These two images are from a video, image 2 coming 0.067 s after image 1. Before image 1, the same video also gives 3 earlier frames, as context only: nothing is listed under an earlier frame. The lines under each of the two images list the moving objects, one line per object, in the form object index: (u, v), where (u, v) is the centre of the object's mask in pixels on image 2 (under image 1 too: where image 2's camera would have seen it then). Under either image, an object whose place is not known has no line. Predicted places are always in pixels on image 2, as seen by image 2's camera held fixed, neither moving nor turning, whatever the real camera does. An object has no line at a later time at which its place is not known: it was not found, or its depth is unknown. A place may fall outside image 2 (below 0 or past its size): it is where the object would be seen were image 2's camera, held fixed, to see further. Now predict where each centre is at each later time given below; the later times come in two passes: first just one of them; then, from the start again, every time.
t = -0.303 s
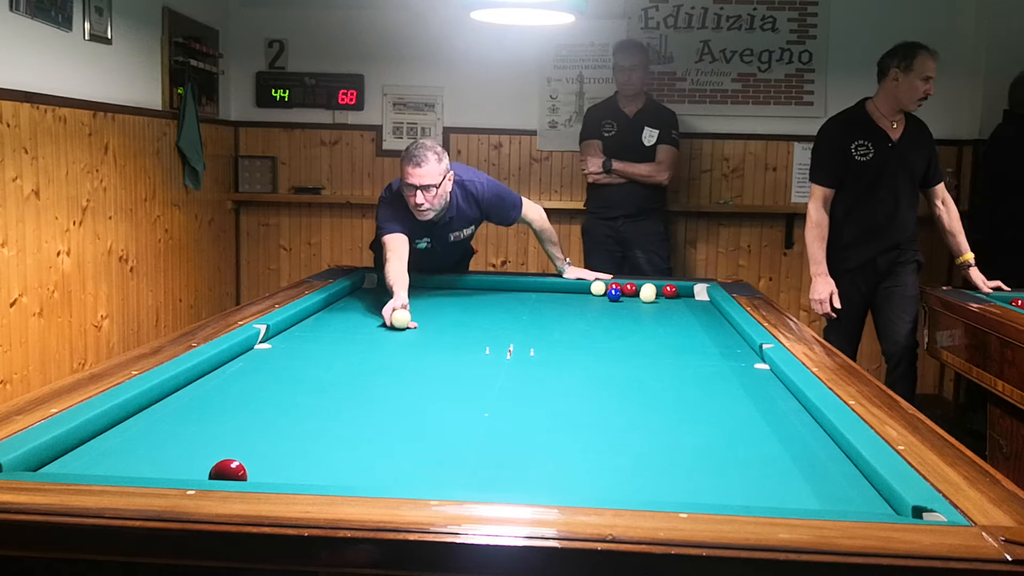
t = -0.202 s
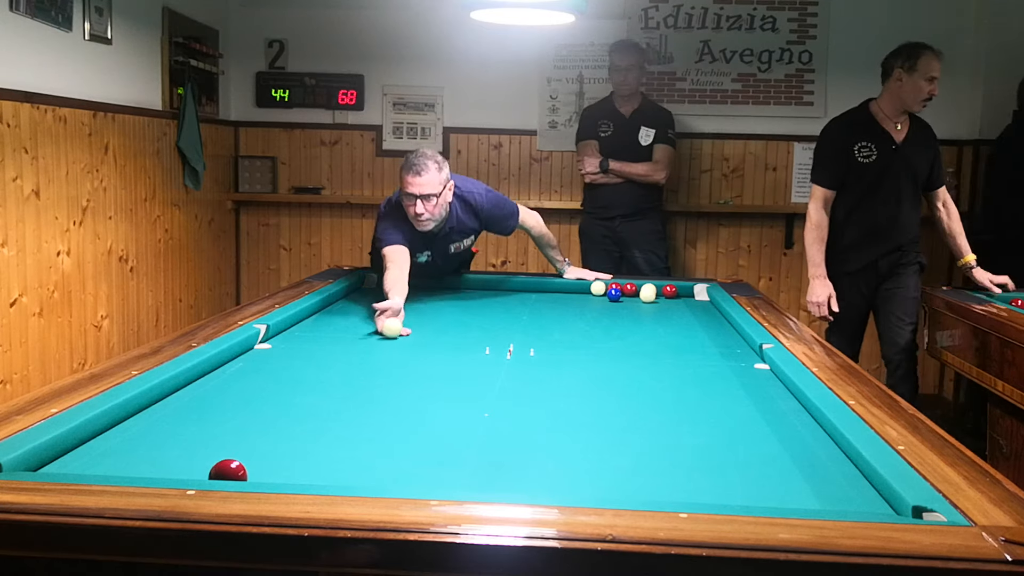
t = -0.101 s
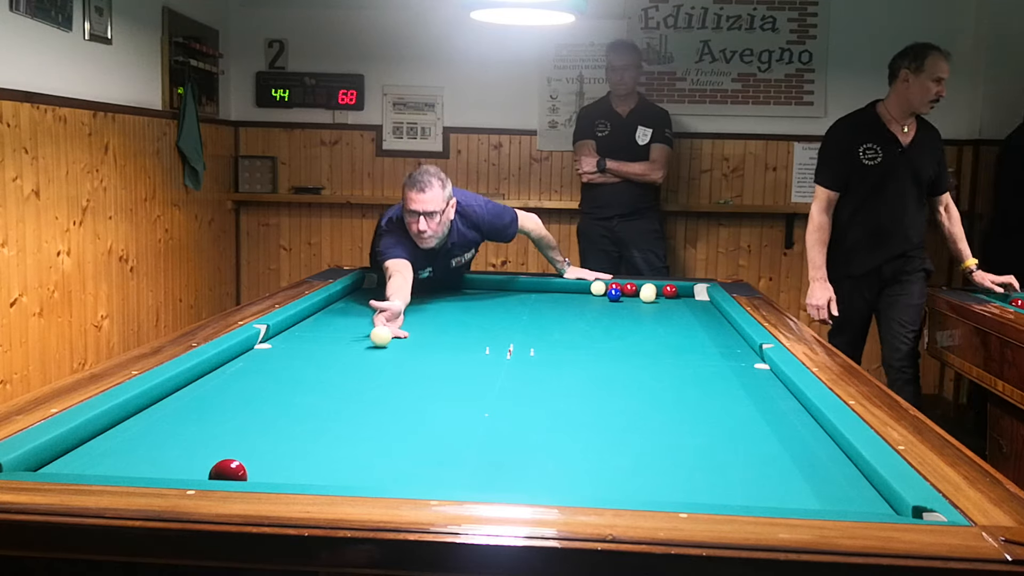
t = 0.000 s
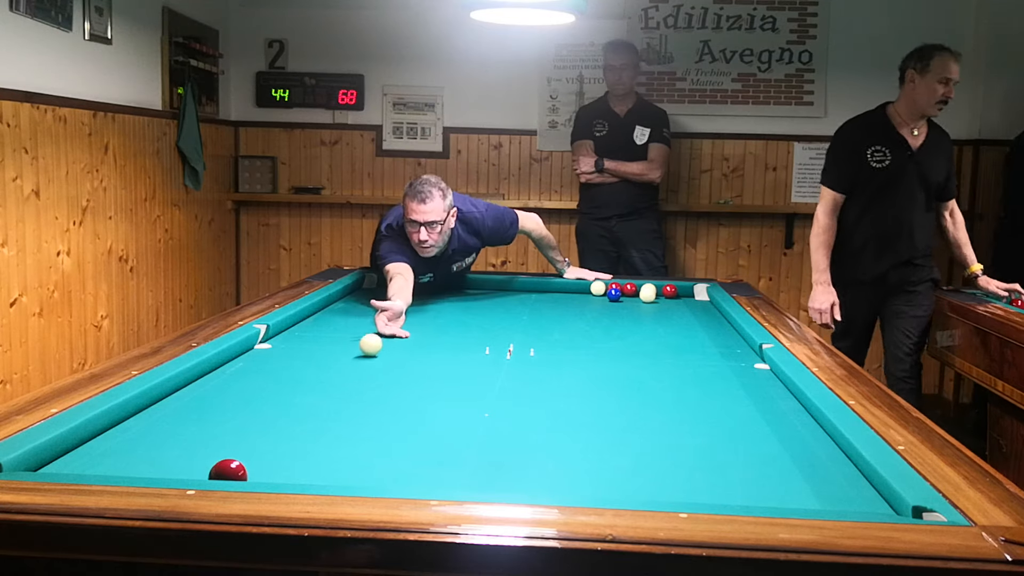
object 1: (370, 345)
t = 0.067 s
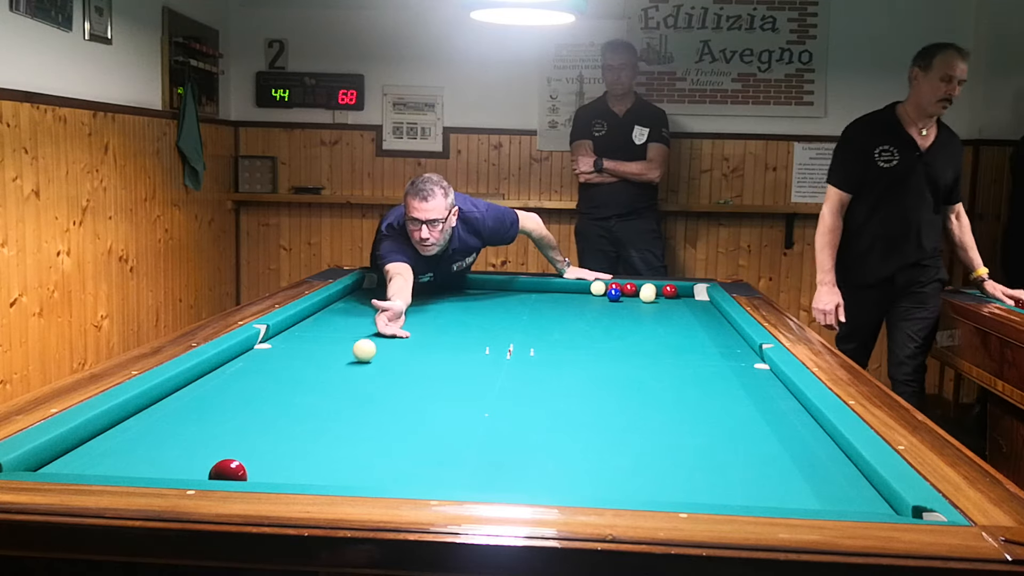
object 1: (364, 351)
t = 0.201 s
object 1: (351, 363)
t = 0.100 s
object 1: (361, 354)
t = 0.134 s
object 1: (358, 357)
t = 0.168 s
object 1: (354, 360)
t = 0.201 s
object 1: (351, 363)
